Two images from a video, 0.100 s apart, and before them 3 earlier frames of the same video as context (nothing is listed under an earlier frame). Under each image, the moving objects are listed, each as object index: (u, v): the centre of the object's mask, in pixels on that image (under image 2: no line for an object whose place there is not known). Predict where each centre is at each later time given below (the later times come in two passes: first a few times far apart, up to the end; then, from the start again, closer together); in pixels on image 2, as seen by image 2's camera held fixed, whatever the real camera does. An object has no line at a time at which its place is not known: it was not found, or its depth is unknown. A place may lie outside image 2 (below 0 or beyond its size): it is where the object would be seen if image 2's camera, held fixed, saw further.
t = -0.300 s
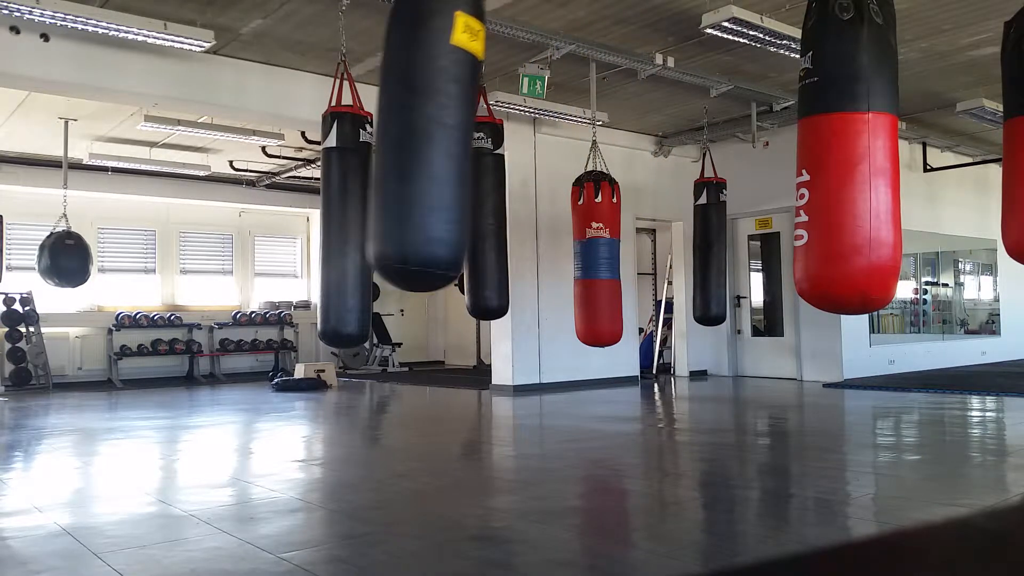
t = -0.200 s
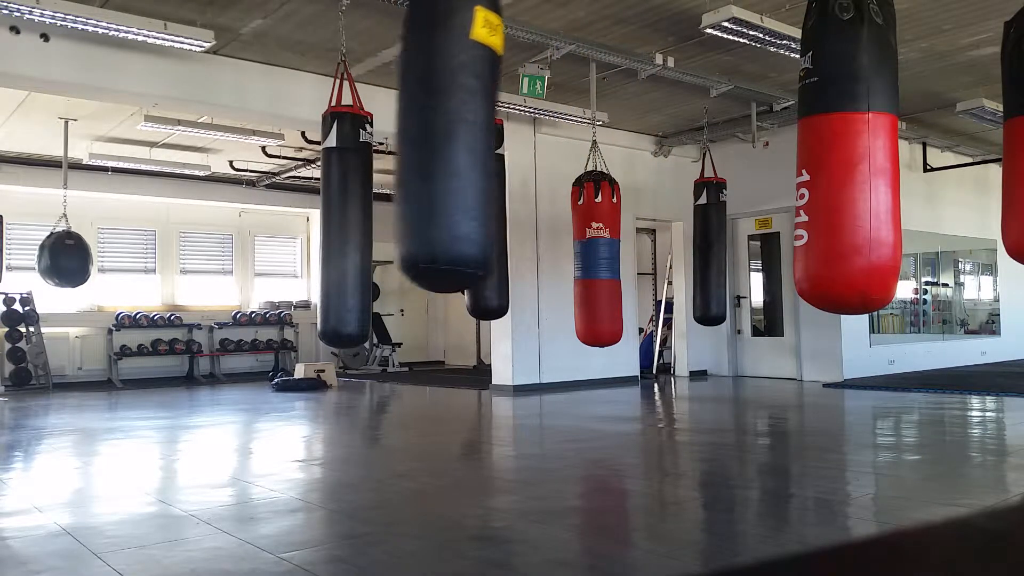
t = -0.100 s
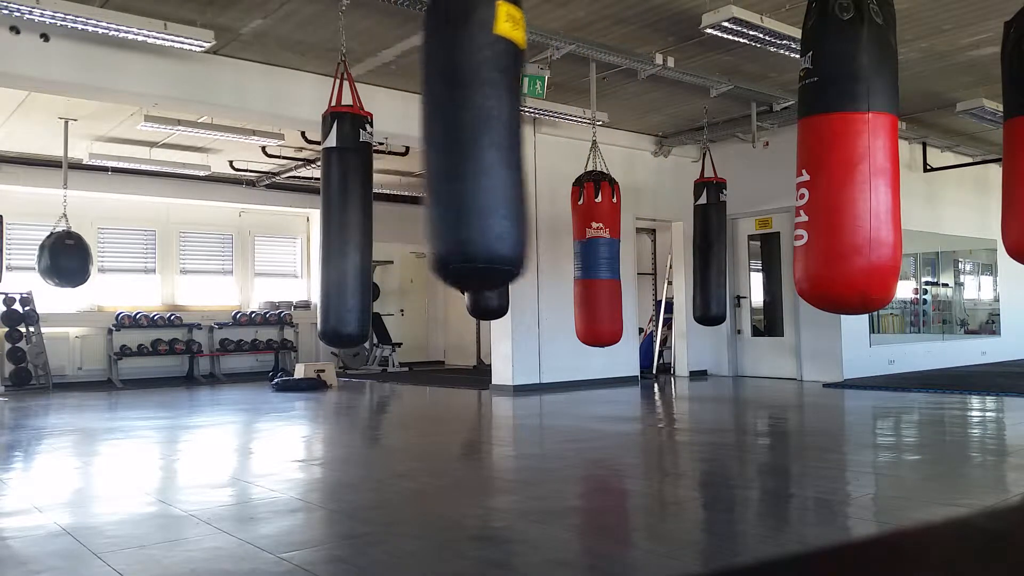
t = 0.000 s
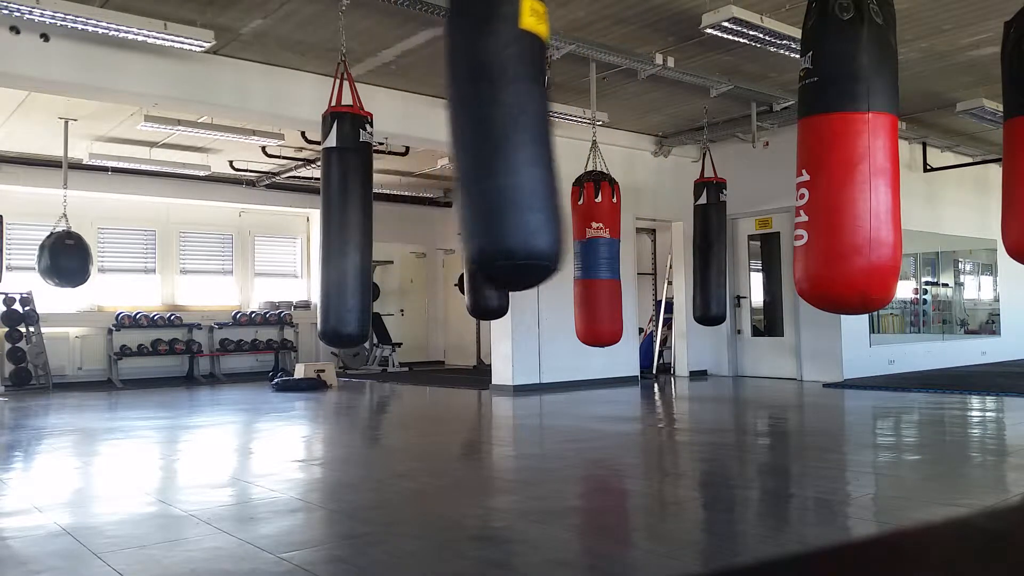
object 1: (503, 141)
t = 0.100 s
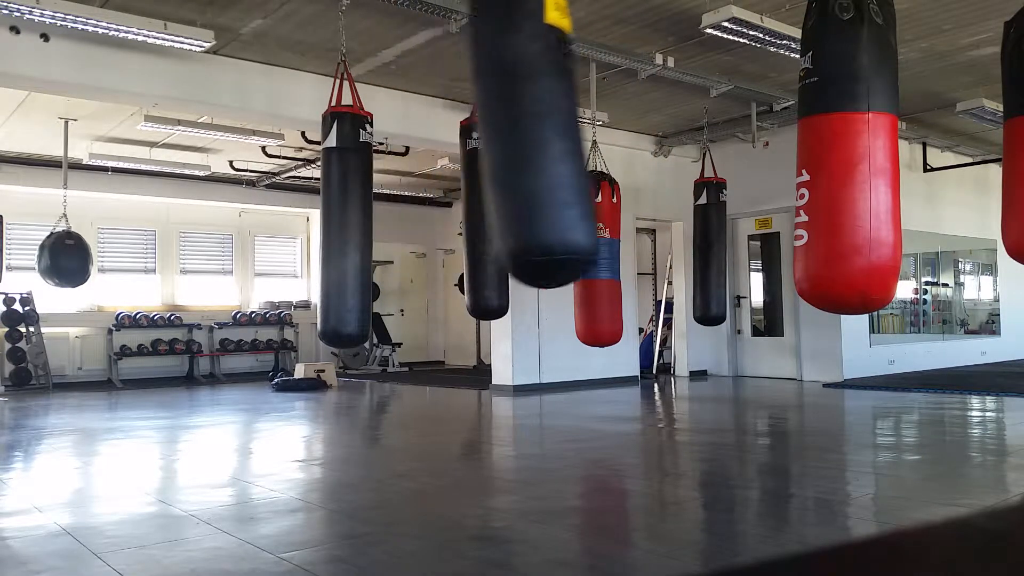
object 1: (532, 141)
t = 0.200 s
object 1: (560, 138)
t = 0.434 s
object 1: (605, 136)
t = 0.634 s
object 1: (614, 135)
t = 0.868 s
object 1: (590, 139)
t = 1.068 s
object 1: (551, 143)
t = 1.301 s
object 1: (495, 144)
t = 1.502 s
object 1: (448, 142)
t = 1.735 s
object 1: (409, 141)
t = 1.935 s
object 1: (394, 140)
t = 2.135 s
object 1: (403, 141)
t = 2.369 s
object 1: (444, 141)
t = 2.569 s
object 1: (499, 141)
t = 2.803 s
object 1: (565, 139)
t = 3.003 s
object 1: (603, 137)
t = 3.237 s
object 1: (612, 136)
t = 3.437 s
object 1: (592, 139)
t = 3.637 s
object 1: (553, 142)
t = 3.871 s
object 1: (498, 143)
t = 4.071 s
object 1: (452, 142)
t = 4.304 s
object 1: (411, 141)
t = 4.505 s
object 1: (396, 140)
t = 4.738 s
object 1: (406, 141)
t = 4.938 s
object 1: (442, 140)
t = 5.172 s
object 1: (505, 142)
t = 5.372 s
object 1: (560, 140)
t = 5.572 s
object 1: (599, 137)
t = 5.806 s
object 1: (610, 137)
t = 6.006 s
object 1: (592, 139)
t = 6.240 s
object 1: (547, 142)
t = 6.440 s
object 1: (501, 145)
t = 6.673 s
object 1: (448, 142)
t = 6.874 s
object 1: (414, 142)
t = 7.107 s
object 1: (397, 140)
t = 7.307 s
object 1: (406, 142)
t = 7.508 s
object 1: (440, 141)
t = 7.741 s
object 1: (501, 142)
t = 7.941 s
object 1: (556, 140)
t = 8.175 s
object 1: (599, 136)
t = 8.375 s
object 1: (608, 137)
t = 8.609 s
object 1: (587, 140)
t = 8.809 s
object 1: (549, 142)
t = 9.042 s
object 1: (496, 144)
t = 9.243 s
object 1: (452, 144)
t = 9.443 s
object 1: (416, 142)
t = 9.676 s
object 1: (397, 140)
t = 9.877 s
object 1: (405, 142)
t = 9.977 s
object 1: (418, 142)
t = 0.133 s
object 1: (541, 140)
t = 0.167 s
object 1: (551, 139)
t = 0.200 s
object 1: (560, 138)
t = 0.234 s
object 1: (569, 138)
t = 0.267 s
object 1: (576, 137)
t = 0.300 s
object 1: (584, 137)
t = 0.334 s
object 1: (590, 137)
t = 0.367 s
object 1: (596, 136)
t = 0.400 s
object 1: (601, 136)
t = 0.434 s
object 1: (605, 136)
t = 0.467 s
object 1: (609, 135)
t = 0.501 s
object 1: (611, 135)
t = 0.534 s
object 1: (613, 135)
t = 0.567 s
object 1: (614, 135)
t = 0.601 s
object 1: (614, 135)
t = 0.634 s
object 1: (614, 135)
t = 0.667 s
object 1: (613, 136)
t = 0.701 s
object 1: (611, 136)
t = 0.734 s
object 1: (608, 137)
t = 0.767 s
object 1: (604, 137)
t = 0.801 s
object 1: (600, 137)
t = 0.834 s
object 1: (596, 138)
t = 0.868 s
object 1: (590, 139)
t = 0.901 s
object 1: (585, 139)
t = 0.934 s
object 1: (578, 140)
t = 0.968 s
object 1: (572, 141)
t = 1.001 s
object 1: (565, 141)
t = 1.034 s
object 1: (558, 142)
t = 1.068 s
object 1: (551, 143)
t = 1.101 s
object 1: (542, 142)
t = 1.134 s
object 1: (534, 143)
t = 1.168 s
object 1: (526, 144)
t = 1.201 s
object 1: (518, 145)
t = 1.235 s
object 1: (512, 143)
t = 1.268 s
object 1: (502, 145)
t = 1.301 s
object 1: (495, 144)
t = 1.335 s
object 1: (487, 143)
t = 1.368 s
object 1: (479, 143)
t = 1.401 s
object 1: (471, 144)
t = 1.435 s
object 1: (463, 142)
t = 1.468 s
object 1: (455, 141)
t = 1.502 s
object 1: (448, 142)
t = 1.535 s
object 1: (442, 143)
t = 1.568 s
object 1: (436, 142)
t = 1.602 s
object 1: (430, 142)
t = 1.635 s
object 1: (423, 142)
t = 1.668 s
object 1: (418, 142)
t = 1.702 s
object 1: (413, 141)
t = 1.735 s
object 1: (409, 141)
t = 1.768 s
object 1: (405, 140)
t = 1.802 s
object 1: (401, 140)
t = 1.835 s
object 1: (399, 140)
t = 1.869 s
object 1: (397, 140)
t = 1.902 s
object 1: (395, 140)
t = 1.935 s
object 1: (394, 140)
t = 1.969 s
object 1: (394, 140)
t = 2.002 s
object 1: (394, 140)
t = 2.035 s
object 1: (395, 141)
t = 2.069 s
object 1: (397, 141)
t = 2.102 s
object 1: (400, 141)
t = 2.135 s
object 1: (403, 141)
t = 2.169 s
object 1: (406, 142)
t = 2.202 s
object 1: (411, 142)
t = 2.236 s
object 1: (416, 142)
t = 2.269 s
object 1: (422, 142)
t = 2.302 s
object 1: (430, 142)
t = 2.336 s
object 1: (437, 143)
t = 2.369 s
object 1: (444, 141)
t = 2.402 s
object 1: (453, 142)
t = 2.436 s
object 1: (461, 142)
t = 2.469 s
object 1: (470, 142)
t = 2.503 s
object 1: (480, 141)
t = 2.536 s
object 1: (489, 141)
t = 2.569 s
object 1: (499, 141)
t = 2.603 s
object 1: (508, 141)
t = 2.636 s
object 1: (519, 139)
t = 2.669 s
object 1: (528, 141)
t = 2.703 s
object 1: (537, 140)
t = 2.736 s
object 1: (547, 139)
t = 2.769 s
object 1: (556, 139)
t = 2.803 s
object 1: (565, 139)
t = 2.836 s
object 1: (573, 138)
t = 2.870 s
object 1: (580, 138)
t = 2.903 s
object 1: (587, 137)
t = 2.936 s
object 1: (593, 137)
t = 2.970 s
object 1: (598, 137)
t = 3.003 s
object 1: (603, 137)
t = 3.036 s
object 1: (606, 136)
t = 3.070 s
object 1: (609, 136)
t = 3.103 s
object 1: (611, 136)
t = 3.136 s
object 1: (612, 136)
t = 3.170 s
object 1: (613, 136)
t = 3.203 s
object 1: (613, 136)
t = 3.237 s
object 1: (612, 136)
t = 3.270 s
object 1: (610, 137)
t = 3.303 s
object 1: (608, 137)
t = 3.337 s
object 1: (605, 137)
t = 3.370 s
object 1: (601, 138)
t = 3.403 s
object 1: (597, 138)
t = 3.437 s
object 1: (592, 139)
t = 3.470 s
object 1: (586, 140)
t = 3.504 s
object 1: (580, 140)
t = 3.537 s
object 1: (574, 141)
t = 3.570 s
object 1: (567, 141)
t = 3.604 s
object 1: (560, 141)
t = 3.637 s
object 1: (553, 142)
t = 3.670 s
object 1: (545, 142)
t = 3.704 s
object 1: (537, 143)
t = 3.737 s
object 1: (529, 142)
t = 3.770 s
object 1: (523, 141)
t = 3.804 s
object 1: (514, 143)
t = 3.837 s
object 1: (505, 145)
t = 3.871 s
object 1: (498, 143)
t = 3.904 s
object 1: (490, 143)
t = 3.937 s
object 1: (482, 143)
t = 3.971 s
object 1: (475, 144)
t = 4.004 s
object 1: (467, 144)
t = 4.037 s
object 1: (459, 142)
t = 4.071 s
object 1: (452, 142)
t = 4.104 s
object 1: (444, 141)
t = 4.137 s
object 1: (439, 142)
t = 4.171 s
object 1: (433, 142)
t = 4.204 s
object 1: (427, 142)
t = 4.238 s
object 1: (421, 142)
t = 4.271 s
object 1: (416, 142)
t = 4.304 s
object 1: (411, 141)
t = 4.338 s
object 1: (407, 141)
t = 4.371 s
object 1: (404, 141)
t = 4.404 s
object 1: (401, 140)
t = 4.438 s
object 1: (399, 140)
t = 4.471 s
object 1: (397, 140)
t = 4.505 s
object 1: (396, 140)
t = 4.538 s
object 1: (395, 140)
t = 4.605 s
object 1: (396, 140)
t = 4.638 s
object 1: (397, 140)
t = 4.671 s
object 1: (399, 141)
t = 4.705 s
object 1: (403, 141)
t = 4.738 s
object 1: (406, 141)
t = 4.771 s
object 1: (410, 142)
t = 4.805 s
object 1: (415, 142)
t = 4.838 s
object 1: (421, 142)
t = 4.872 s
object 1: (428, 142)
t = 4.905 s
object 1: (435, 142)
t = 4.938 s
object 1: (442, 140)
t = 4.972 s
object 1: (451, 143)
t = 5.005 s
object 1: (458, 142)
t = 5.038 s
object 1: (467, 142)
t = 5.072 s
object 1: (476, 142)
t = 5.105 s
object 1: (486, 142)
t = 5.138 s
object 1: (495, 142)
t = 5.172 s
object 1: (505, 142)
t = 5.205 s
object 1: (513, 143)
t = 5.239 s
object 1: (524, 139)
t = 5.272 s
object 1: (532, 141)
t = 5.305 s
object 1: (541, 140)
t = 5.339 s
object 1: (551, 140)
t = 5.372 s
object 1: (560, 140)
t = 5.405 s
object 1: (568, 139)
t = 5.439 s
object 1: (576, 138)
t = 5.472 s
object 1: (582, 138)
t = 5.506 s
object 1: (588, 138)
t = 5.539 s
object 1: (594, 137)
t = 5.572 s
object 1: (599, 137)
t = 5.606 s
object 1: (603, 137)
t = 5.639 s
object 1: (606, 137)
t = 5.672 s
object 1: (608, 136)
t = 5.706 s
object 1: (610, 136)
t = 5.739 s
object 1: (611, 136)
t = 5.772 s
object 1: (611, 136)
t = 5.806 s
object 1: (610, 137)
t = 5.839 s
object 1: (609, 137)
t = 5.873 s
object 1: (607, 137)
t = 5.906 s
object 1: (604, 138)
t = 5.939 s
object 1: (600, 138)
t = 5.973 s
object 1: (597, 138)
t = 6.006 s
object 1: (592, 139)
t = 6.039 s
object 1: (587, 140)
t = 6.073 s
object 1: (581, 140)
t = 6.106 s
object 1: (575, 141)
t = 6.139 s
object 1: (569, 141)
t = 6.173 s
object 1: (562, 142)
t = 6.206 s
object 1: (554, 142)
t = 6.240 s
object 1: (547, 142)
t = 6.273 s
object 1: (540, 143)
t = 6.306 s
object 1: (531, 142)
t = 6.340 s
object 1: (526, 141)
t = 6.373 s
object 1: (518, 142)
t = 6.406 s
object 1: (508, 146)
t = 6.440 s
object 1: (501, 145)
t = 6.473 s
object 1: (493, 144)
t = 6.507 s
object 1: (485, 144)
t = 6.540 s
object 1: (478, 143)
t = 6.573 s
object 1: (470, 144)
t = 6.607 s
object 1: (464, 145)
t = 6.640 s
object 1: (456, 143)
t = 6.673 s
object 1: (448, 142)
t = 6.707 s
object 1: (441, 141)
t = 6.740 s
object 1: (436, 143)
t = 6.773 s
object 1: (430, 142)
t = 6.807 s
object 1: (424, 143)
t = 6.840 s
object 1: (419, 142)
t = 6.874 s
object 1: (414, 142)
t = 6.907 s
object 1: (410, 141)
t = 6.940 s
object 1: (406, 141)
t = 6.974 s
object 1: (403, 141)
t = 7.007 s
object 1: (400, 141)
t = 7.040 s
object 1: (399, 140)
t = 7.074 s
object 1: (397, 140)
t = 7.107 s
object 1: (397, 140)
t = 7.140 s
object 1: (397, 140)
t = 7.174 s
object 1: (397, 140)
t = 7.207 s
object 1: (398, 141)
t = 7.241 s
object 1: (400, 141)
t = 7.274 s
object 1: (403, 141)
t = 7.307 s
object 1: (406, 142)
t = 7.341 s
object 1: (410, 142)
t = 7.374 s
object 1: (415, 142)
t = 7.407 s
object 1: (420, 143)
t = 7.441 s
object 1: (426, 142)
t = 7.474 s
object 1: (433, 141)
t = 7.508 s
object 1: (440, 141)
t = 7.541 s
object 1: (448, 142)
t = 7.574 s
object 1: (456, 142)
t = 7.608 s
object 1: (464, 142)
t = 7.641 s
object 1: (474, 142)
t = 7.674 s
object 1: (483, 142)
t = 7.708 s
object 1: (492, 142)
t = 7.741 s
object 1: (501, 142)
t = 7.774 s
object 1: (510, 142)
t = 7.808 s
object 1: (521, 139)
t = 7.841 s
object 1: (530, 139)
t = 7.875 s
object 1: (538, 141)
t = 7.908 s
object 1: (547, 140)
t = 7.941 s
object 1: (556, 140)
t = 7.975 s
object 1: (564, 139)
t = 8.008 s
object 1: (572, 139)
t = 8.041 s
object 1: (578, 138)
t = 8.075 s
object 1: (585, 138)
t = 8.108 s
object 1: (591, 138)
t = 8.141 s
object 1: (595, 137)
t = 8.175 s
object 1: (599, 136)
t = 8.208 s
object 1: (603, 137)
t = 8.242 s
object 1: (606, 137)
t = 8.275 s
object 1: (607, 137)
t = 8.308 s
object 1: (608, 137)
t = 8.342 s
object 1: (609, 137)
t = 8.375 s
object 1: (608, 137)
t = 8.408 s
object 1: (607, 137)
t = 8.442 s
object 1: (605, 138)
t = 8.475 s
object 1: (603, 138)
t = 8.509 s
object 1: (600, 137)
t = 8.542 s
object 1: (596, 138)
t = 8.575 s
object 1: (592, 139)
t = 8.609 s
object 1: (587, 140)
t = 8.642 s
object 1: (582, 140)
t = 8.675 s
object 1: (576, 140)
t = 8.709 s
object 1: (570, 141)
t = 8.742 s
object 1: (563, 141)
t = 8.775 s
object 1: (557, 142)
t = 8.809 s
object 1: (549, 142)
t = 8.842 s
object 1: (542, 142)
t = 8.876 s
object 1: (535, 143)
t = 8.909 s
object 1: (528, 142)
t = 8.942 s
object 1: (520, 142)
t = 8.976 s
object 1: (513, 143)
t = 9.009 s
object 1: (504, 145)
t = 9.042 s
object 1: (496, 144)
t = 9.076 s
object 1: (488, 144)
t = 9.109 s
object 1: (481, 143)
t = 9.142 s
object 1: (473, 143)
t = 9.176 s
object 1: (466, 144)
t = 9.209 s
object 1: (458, 143)
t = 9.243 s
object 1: (452, 144)
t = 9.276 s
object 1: (445, 143)
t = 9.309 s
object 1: (439, 143)
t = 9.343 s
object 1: (433, 142)
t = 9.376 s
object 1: (427, 142)
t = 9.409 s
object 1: (422, 141)
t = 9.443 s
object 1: (416, 142)
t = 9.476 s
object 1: (413, 140)
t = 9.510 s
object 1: (408, 141)
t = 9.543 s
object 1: (405, 140)
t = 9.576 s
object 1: (402, 140)
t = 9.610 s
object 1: (400, 140)
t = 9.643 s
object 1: (398, 140)
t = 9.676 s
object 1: (397, 140)
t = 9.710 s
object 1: (397, 140)
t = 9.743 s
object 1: (398, 140)
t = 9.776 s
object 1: (398, 141)
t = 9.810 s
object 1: (400, 141)
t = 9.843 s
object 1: (402, 141)
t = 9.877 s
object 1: (405, 142)
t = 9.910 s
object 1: (408, 142)
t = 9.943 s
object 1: (413, 142)
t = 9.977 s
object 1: (418, 142)
